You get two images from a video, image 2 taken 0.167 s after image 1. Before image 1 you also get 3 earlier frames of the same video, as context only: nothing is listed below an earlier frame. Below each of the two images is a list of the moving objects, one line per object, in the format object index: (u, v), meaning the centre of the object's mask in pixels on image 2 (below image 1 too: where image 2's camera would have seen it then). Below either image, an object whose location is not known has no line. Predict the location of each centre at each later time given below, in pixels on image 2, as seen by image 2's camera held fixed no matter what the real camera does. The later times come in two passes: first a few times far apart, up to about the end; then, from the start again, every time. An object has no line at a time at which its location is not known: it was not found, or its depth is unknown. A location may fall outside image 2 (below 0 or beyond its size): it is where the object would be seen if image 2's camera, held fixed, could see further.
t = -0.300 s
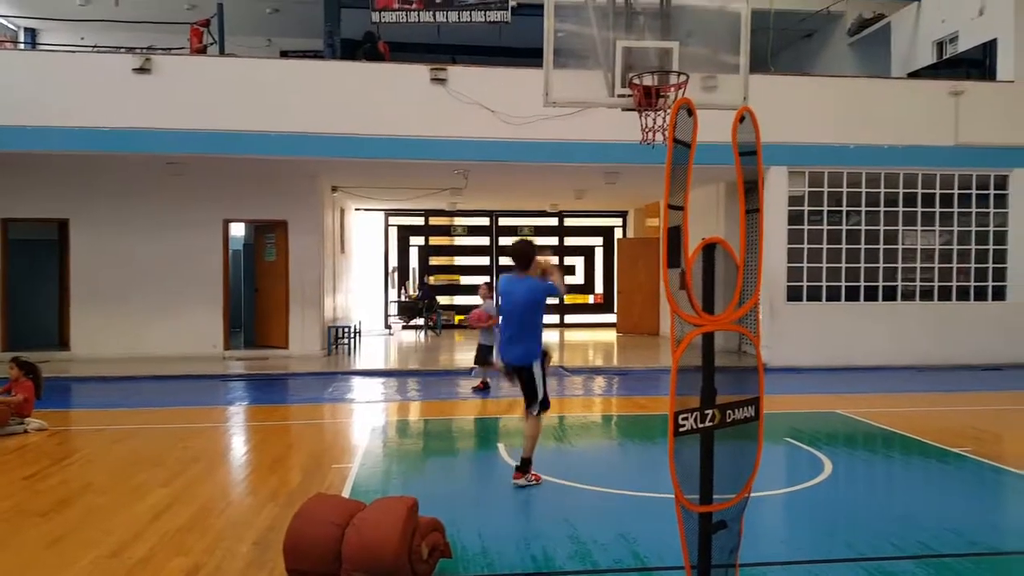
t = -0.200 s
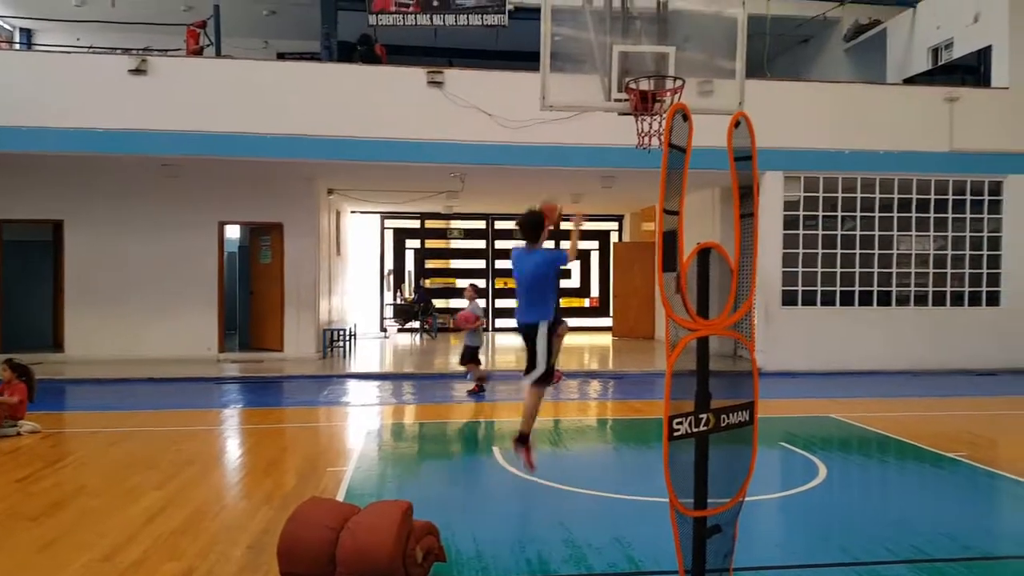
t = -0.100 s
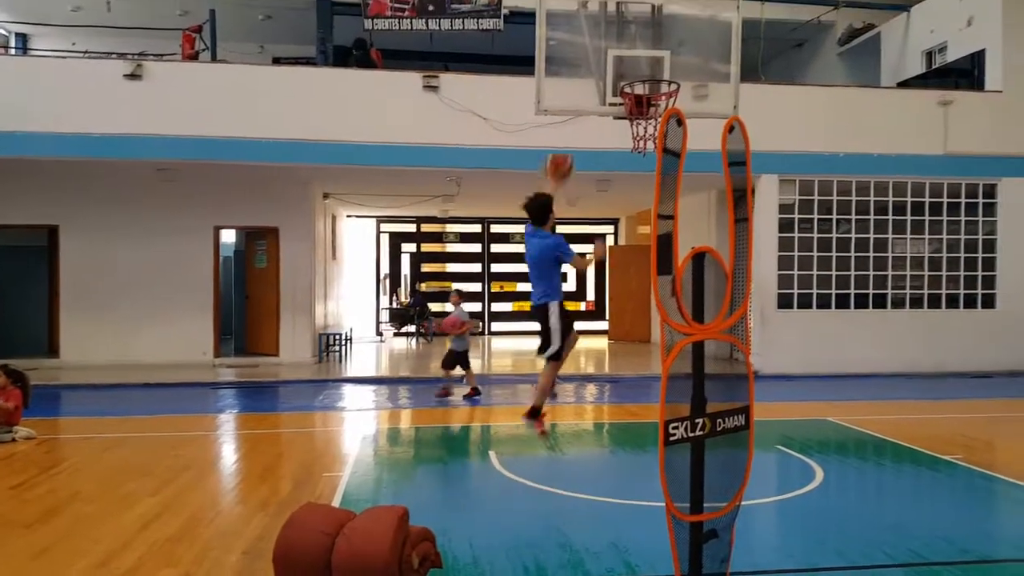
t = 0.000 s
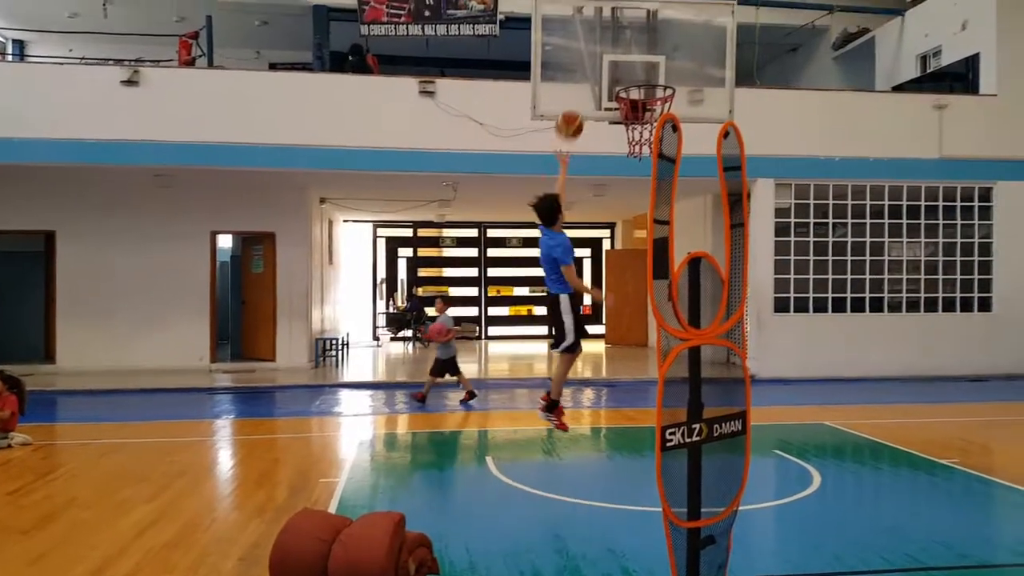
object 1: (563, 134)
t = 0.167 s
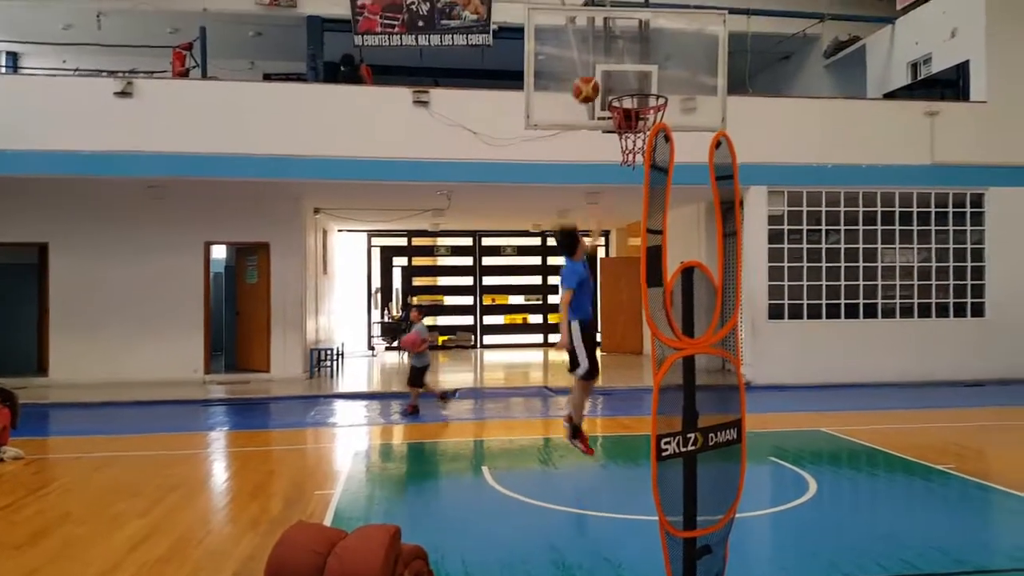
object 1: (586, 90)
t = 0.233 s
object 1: (595, 81)
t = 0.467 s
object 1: (624, 81)
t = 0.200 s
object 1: (590, 86)
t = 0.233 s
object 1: (595, 81)
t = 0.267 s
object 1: (599, 79)
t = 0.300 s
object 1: (603, 78)
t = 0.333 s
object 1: (607, 76)
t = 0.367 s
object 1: (610, 76)
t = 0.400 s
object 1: (614, 76)
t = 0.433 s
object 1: (619, 78)
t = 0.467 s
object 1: (624, 81)
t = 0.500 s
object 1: (629, 85)
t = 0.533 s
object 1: (635, 90)
